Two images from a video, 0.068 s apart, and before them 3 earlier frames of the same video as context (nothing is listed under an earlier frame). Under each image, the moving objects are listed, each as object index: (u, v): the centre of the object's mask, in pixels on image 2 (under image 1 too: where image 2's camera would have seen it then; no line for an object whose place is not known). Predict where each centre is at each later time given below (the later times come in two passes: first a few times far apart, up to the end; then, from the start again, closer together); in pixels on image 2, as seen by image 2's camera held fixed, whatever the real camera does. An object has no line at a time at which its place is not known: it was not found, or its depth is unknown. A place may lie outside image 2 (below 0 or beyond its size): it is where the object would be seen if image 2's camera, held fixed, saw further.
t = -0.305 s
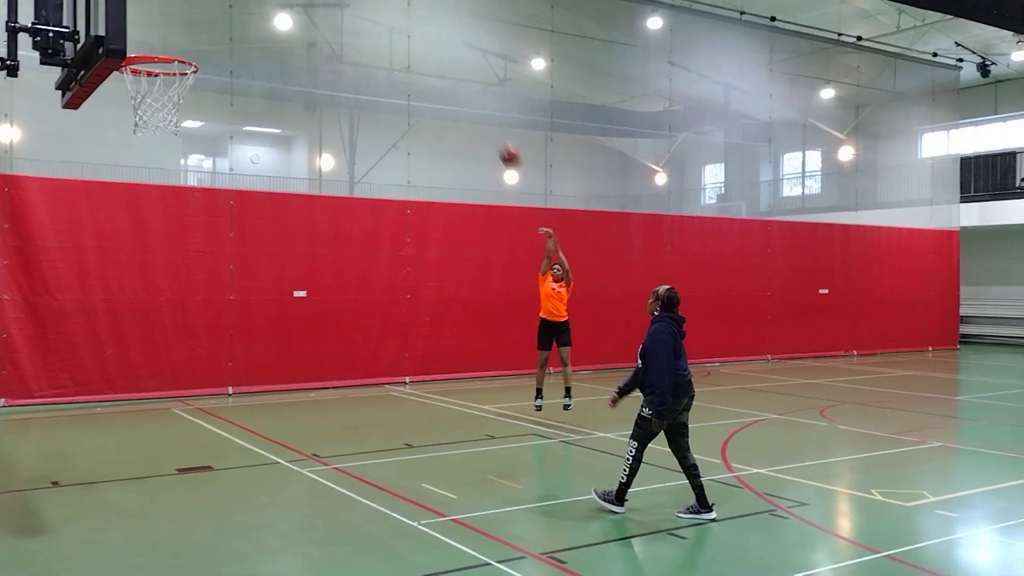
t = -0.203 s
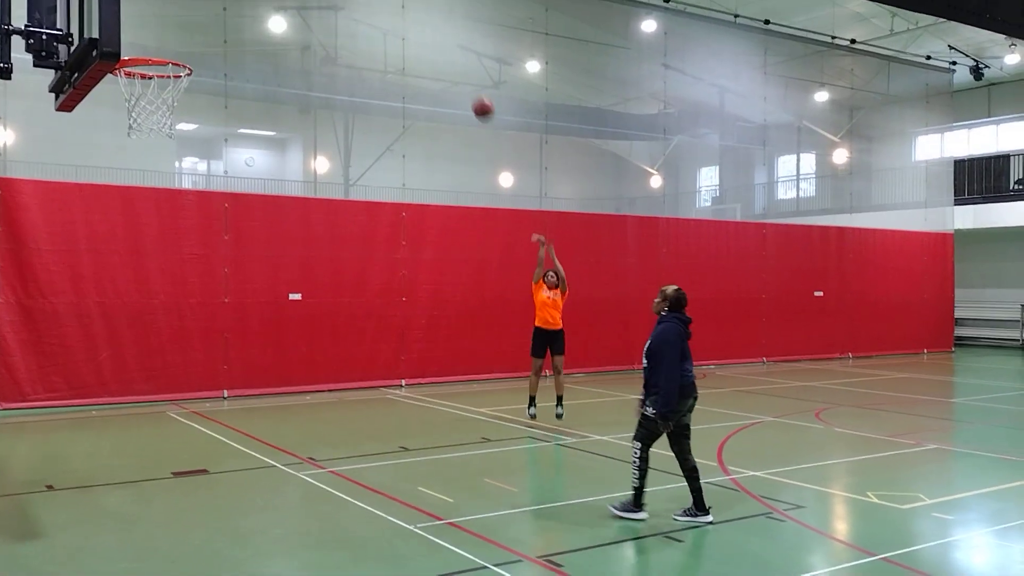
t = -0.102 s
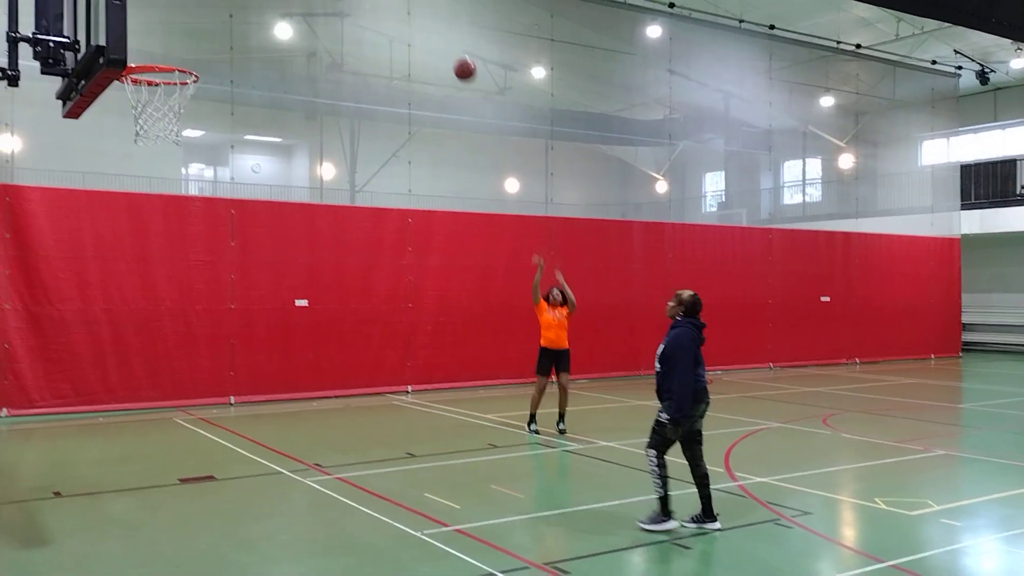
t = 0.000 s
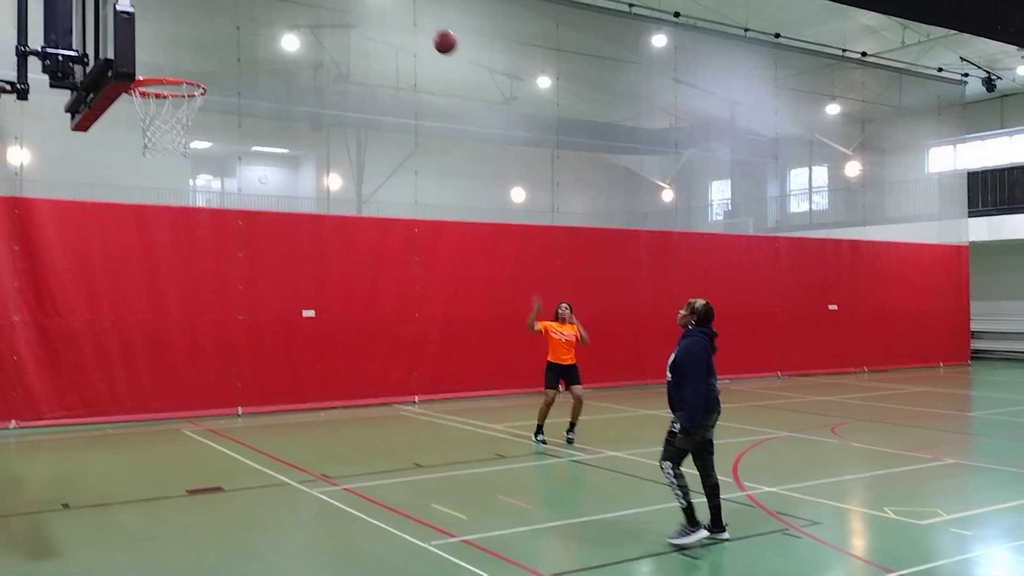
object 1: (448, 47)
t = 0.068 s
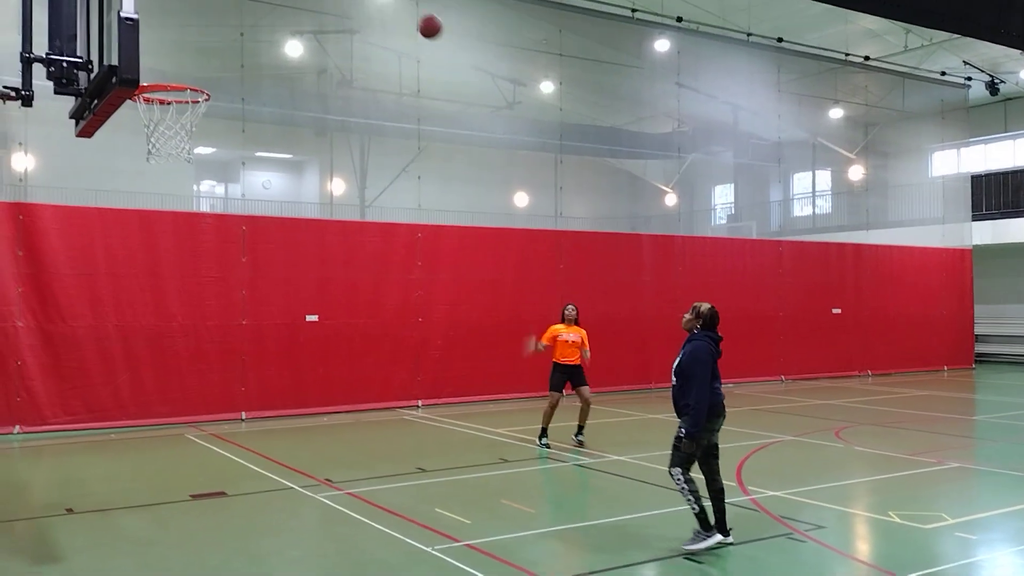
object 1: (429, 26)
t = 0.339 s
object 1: (336, -9)
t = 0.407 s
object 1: (311, -8)
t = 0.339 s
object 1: (336, -9)
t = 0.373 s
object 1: (324, -9)
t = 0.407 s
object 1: (311, -8)
